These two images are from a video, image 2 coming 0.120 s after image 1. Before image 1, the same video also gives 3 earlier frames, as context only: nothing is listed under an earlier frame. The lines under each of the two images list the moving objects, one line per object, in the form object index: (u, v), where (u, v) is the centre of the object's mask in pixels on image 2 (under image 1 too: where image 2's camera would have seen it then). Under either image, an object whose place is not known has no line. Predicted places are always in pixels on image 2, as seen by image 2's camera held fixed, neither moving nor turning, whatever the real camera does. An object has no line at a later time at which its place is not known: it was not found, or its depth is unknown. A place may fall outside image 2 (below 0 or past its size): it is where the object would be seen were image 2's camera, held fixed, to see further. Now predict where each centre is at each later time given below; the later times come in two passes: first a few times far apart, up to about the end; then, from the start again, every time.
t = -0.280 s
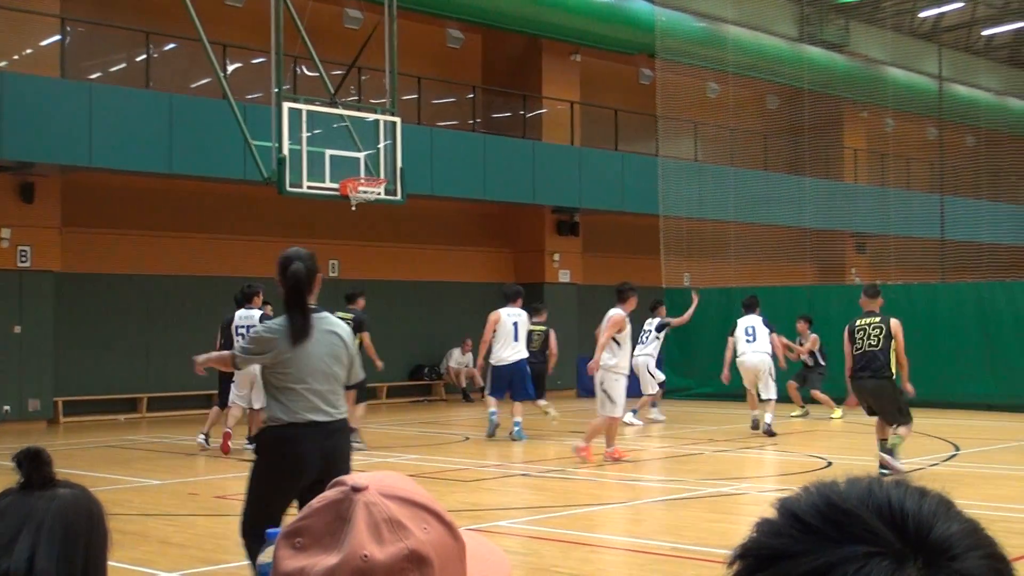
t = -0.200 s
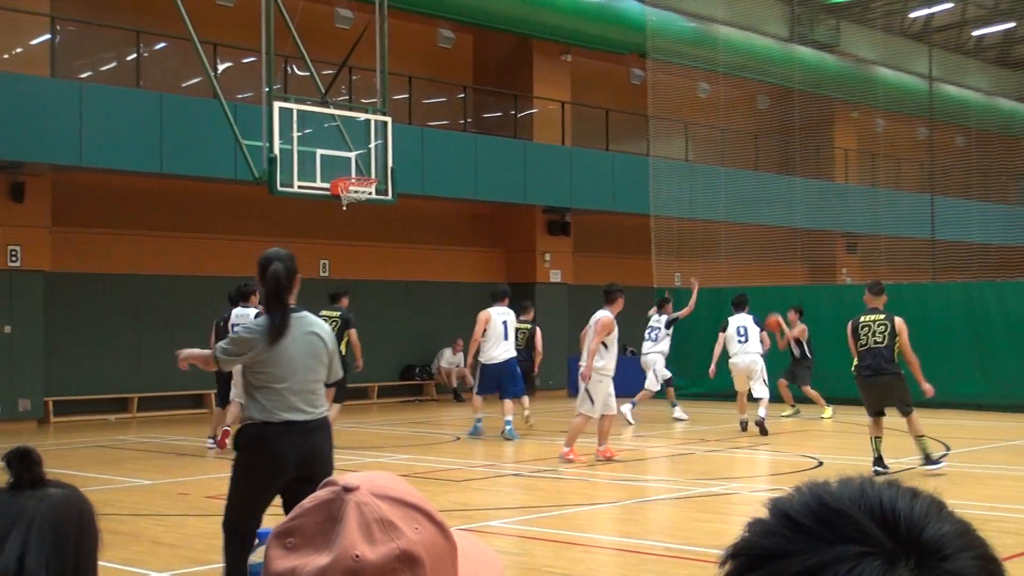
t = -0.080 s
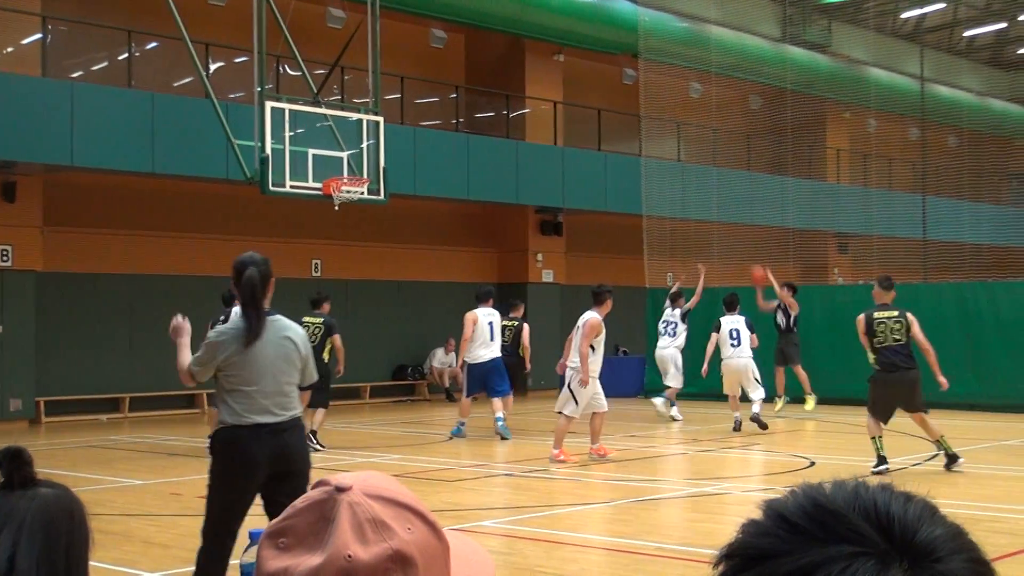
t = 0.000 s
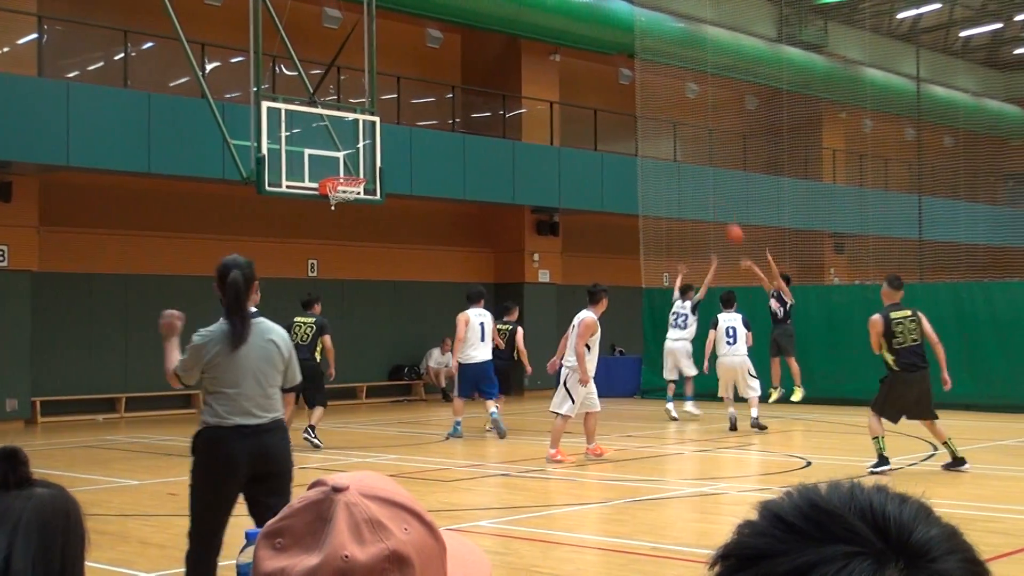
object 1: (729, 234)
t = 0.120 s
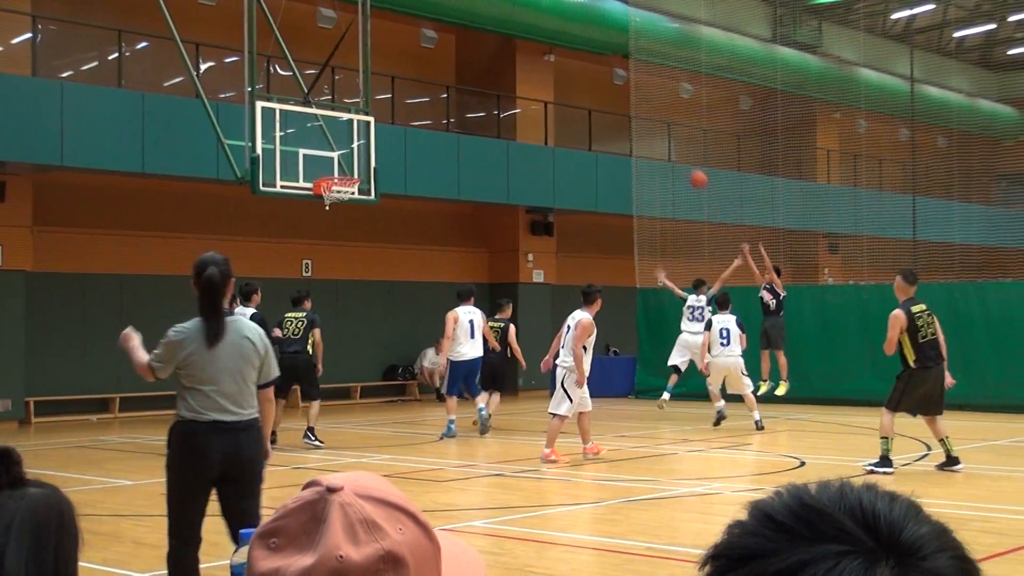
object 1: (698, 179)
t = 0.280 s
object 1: (656, 119)
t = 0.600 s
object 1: (570, 49)
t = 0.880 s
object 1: (491, 46)
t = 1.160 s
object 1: (409, 103)
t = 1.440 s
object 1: (362, 149)
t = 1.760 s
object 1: (413, 123)
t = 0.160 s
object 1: (688, 162)
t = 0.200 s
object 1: (677, 147)
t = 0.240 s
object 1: (667, 132)
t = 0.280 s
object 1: (656, 119)
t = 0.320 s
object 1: (646, 106)
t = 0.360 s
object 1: (635, 94)
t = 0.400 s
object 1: (625, 84)
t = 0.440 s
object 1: (615, 75)
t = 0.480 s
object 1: (604, 67)
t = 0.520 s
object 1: (593, 60)
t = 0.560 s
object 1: (582, 53)
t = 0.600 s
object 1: (570, 49)
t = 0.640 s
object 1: (559, 45)
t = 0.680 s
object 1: (549, 43)
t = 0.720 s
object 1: (537, 41)
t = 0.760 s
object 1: (526, 40)
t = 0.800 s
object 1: (514, 41)
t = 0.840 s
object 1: (503, 43)
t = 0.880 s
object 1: (491, 46)
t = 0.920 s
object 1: (480, 51)
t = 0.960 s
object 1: (468, 56)
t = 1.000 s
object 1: (456, 63)
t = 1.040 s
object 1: (445, 71)
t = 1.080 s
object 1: (433, 80)
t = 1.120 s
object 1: (421, 90)
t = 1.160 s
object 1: (409, 103)
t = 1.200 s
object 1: (397, 117)
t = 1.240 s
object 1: (385, 132)
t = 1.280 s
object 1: (372, 149)
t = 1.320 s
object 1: (360, 166)
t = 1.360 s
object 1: (355, 170)
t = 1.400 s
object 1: (358, 159)
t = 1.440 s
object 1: (362, 149)
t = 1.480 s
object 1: (365, 141)
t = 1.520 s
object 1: (372, 135)
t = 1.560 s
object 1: (379, 129)
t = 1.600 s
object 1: (386, 125)
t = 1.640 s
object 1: (392, 123)
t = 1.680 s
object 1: (399, 122)
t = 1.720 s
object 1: (406, 122)
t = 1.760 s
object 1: (413, 123)
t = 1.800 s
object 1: (420, 126)
